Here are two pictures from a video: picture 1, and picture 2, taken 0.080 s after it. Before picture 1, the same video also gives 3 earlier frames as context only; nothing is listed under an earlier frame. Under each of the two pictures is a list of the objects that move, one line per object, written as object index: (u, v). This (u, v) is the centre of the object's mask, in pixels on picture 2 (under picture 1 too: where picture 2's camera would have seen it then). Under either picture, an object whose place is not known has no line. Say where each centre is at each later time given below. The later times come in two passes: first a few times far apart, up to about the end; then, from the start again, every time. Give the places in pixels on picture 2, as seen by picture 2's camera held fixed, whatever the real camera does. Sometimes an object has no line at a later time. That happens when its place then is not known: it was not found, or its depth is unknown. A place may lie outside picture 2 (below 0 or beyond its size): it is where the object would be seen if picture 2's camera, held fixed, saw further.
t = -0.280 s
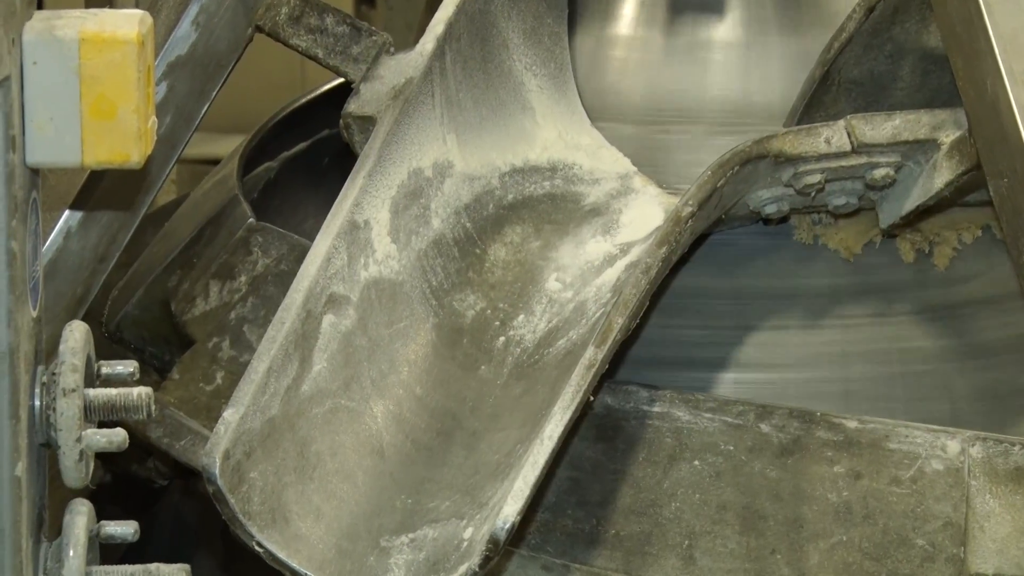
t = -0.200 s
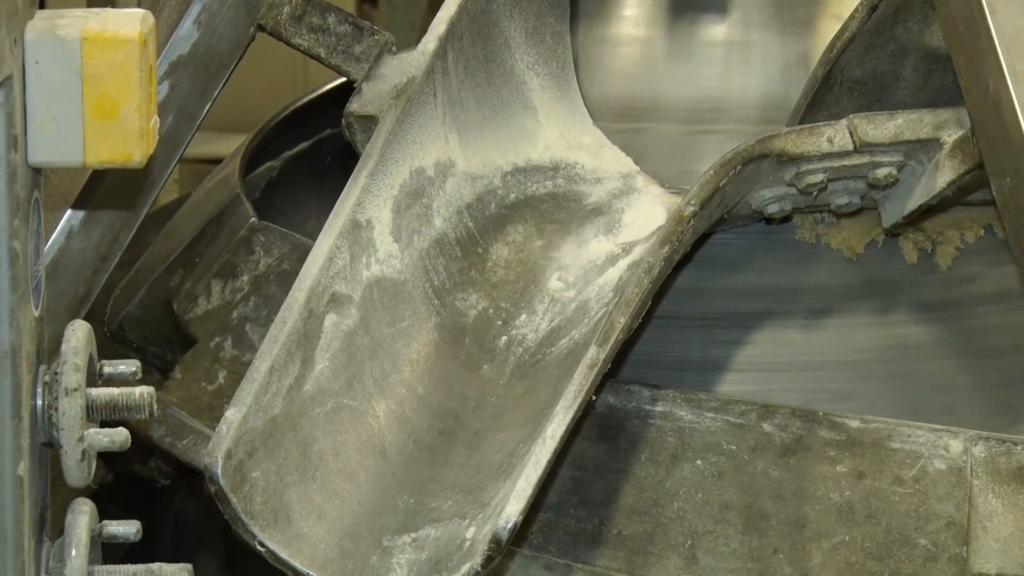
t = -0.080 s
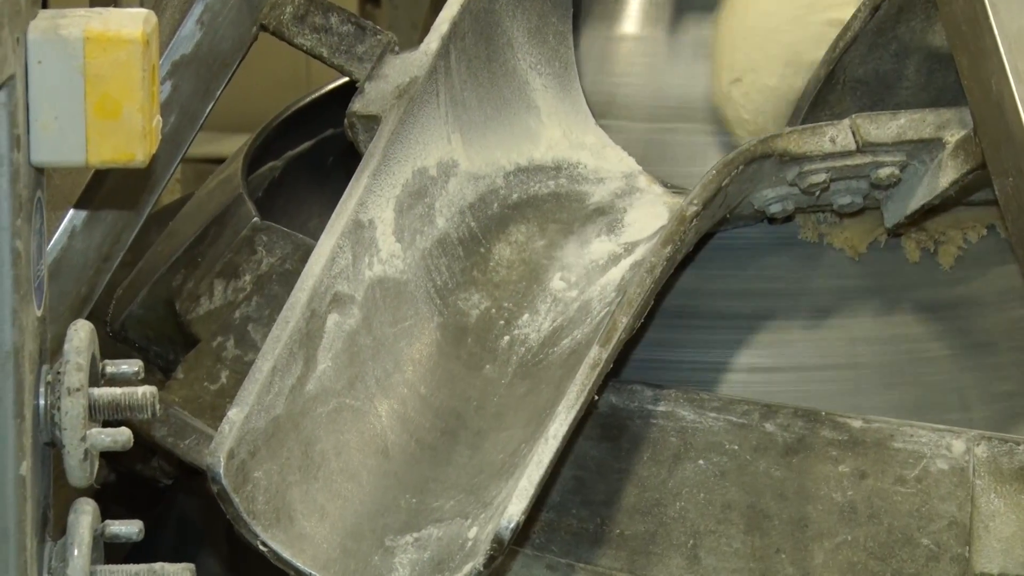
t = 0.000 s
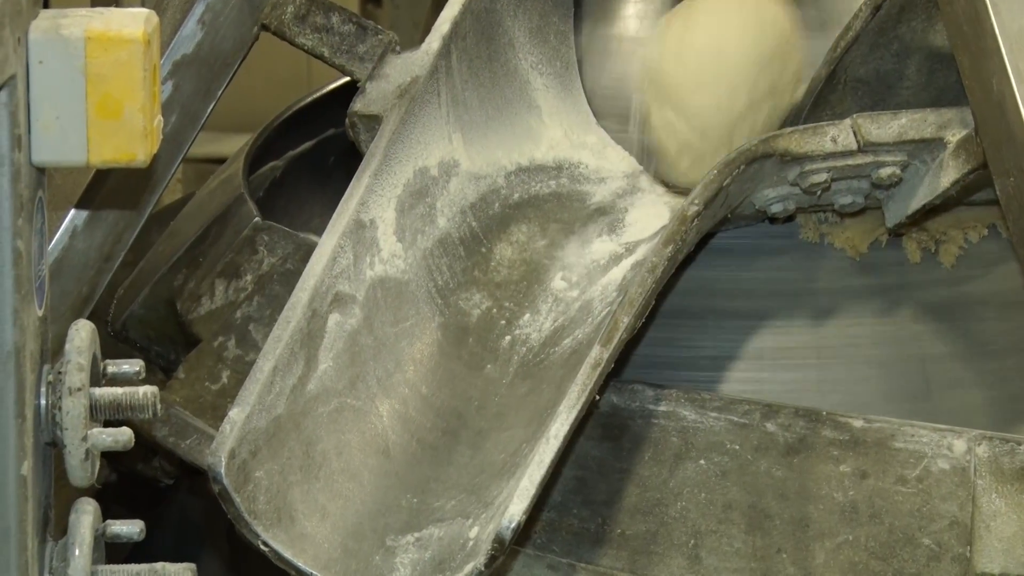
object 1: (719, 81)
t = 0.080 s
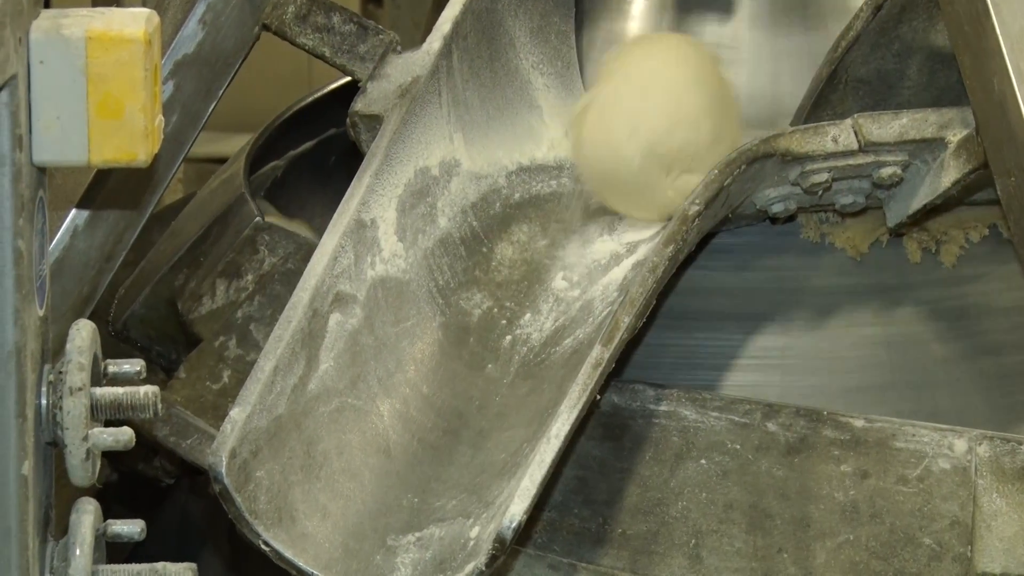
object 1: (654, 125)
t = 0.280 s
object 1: (533, 236)
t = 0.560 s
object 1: (340, 491)
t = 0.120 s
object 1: (627, 141)
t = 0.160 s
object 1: (603, 168)
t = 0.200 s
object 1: (580, 192)
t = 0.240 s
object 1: (557, 211)
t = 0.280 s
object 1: (533, 236)
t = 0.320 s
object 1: (513, 256)
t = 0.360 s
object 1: (498, 280)
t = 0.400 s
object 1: (484, 323)
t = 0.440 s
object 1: (465, 391)
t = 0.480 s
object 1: (431, 419)
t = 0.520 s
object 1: (387, 448)
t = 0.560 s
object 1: (340, 491)
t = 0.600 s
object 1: (313, 525)
